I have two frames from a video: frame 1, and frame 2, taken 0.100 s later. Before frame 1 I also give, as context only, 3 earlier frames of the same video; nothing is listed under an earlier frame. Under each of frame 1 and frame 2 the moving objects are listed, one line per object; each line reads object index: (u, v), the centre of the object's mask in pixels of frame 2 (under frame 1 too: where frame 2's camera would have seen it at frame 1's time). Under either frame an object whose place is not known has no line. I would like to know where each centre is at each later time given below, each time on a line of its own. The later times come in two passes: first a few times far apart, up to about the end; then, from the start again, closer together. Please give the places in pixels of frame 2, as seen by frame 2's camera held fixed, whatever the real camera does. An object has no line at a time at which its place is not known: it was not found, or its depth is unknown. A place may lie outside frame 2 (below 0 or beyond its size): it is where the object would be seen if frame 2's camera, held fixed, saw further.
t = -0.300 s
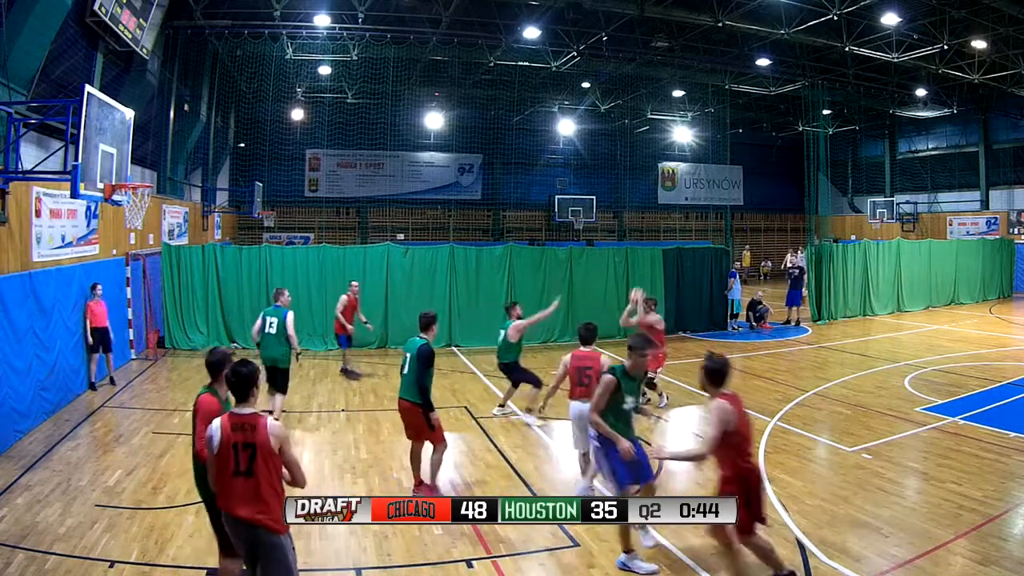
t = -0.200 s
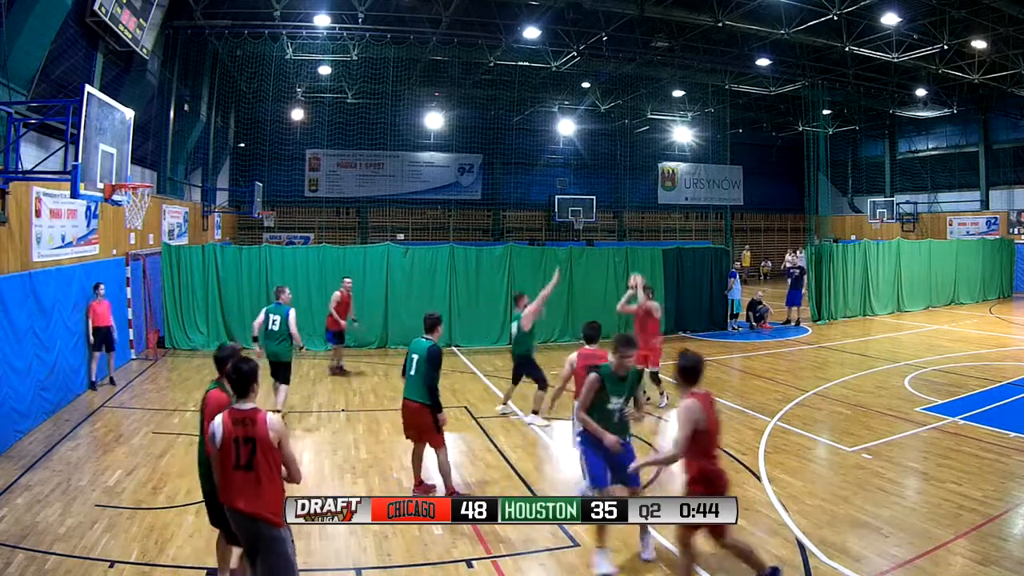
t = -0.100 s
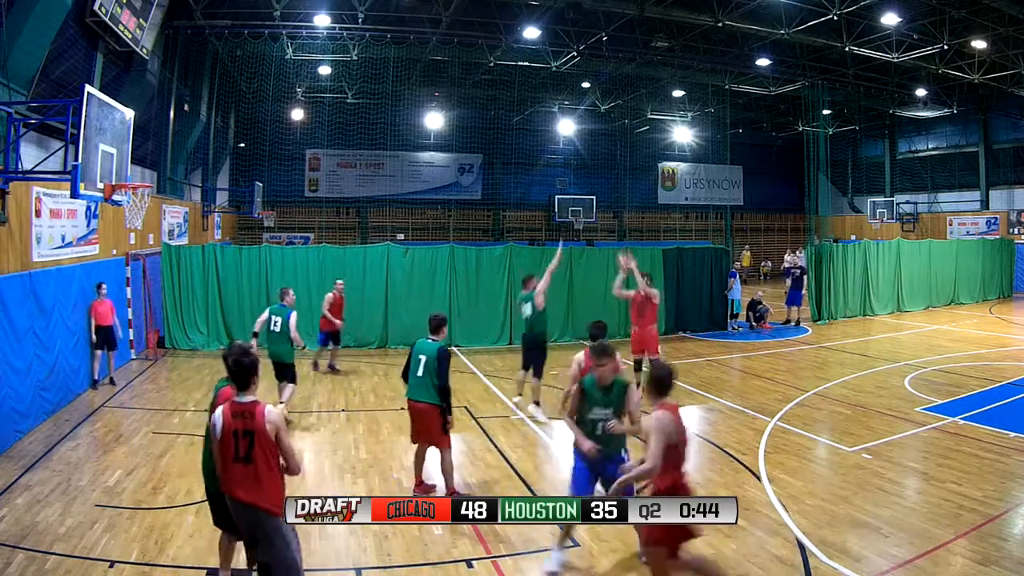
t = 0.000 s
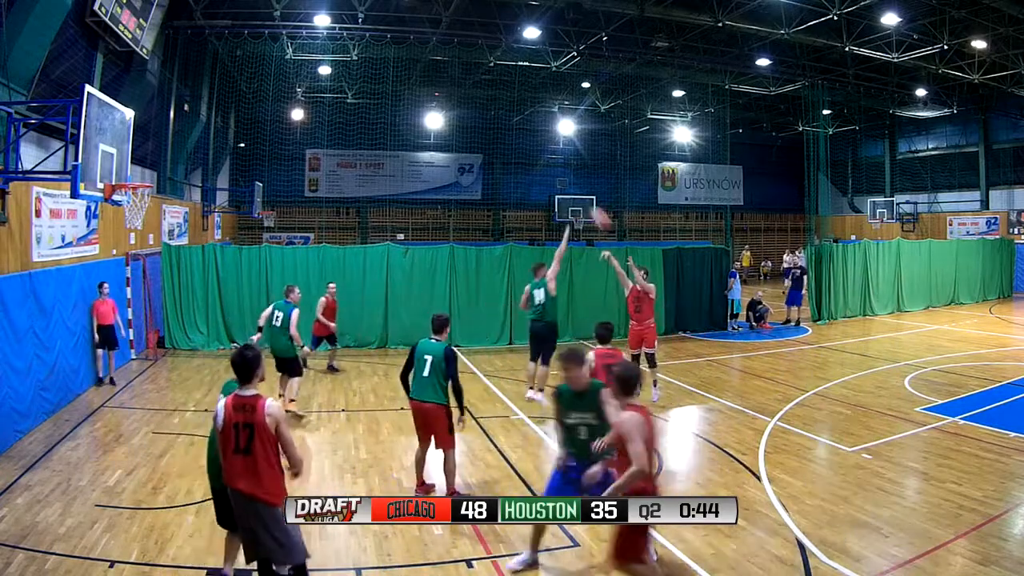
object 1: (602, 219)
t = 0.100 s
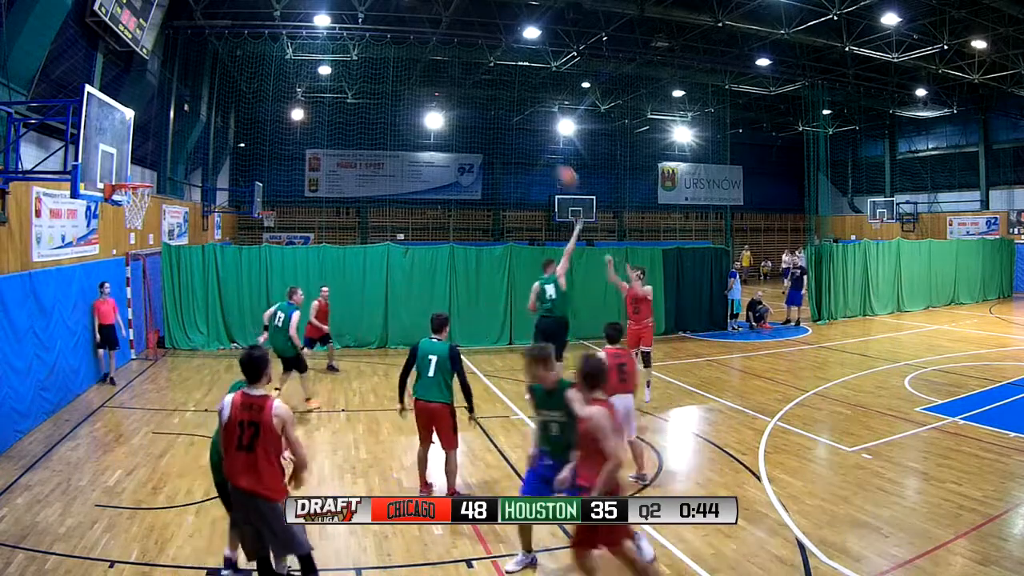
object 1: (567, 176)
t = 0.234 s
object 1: (522, 129)
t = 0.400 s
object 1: (463, 84)
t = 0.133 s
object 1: (555, 163)
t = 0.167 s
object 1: (544, 151)
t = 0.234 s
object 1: (522, 129)
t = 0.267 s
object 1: (509, 118)
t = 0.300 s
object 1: (499, 108)
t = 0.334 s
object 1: (487, 100)
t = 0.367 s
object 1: (475, 92)
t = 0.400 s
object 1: (463, 84)
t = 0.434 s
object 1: (450, 77)
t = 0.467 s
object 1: (436, 70)
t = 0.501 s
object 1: (422, 66)
